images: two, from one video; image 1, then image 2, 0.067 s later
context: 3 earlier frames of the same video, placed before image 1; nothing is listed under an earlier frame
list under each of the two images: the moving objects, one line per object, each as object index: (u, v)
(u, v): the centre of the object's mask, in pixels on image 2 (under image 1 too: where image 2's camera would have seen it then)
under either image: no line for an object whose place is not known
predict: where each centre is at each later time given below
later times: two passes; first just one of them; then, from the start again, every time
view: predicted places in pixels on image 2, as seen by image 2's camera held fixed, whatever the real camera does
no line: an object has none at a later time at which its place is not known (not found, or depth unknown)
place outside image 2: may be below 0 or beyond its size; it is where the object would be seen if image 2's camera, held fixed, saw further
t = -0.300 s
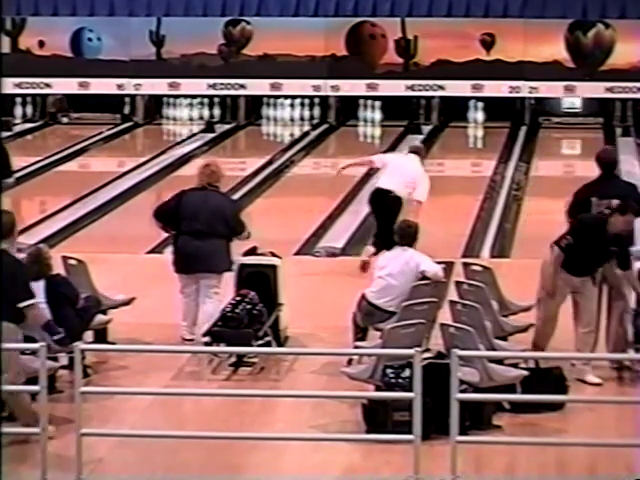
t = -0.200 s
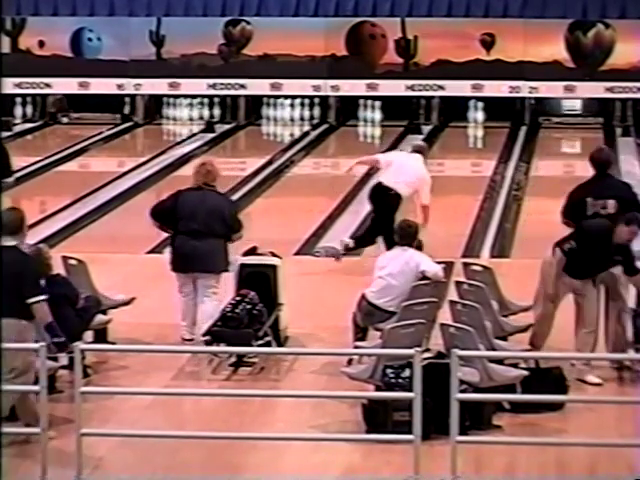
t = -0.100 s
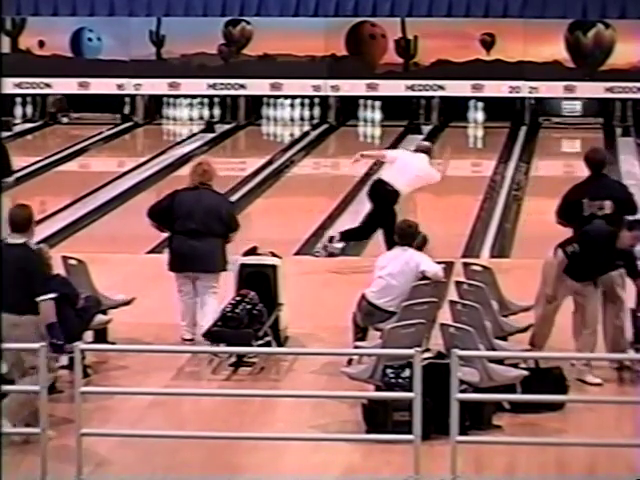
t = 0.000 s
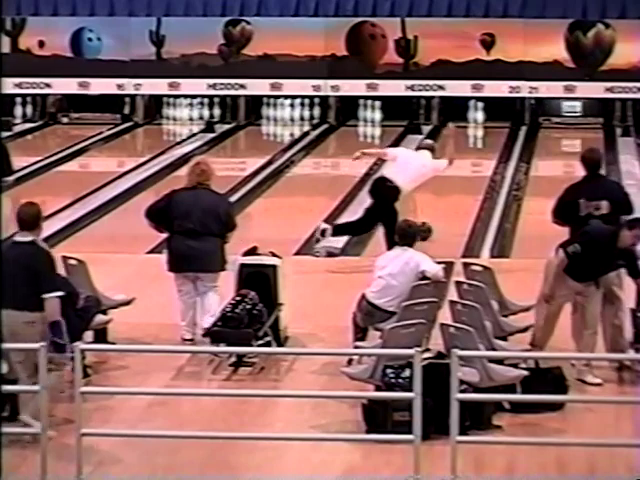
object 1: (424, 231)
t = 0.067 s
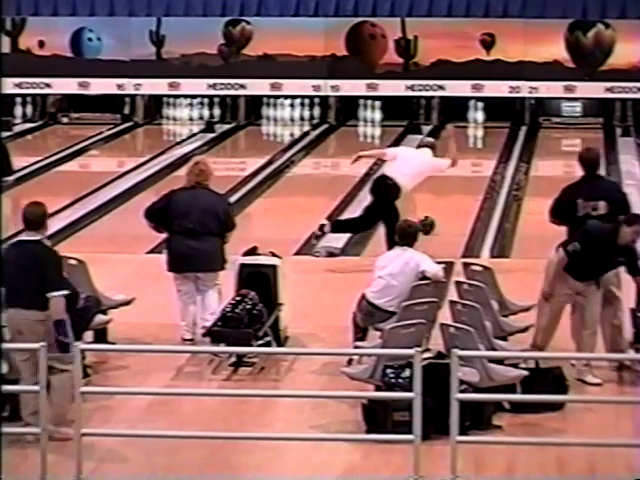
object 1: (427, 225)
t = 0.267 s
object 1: (434, 208)
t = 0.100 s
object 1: (428, 222)
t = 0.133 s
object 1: (429, 219)
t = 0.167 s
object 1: (430, 216)
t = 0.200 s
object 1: (432, 213)
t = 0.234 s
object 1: (433, 211)
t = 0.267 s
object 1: (434, 208)
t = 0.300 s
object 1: (435, 206)
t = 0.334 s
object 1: (436, 203)
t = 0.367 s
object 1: (438, 200)
